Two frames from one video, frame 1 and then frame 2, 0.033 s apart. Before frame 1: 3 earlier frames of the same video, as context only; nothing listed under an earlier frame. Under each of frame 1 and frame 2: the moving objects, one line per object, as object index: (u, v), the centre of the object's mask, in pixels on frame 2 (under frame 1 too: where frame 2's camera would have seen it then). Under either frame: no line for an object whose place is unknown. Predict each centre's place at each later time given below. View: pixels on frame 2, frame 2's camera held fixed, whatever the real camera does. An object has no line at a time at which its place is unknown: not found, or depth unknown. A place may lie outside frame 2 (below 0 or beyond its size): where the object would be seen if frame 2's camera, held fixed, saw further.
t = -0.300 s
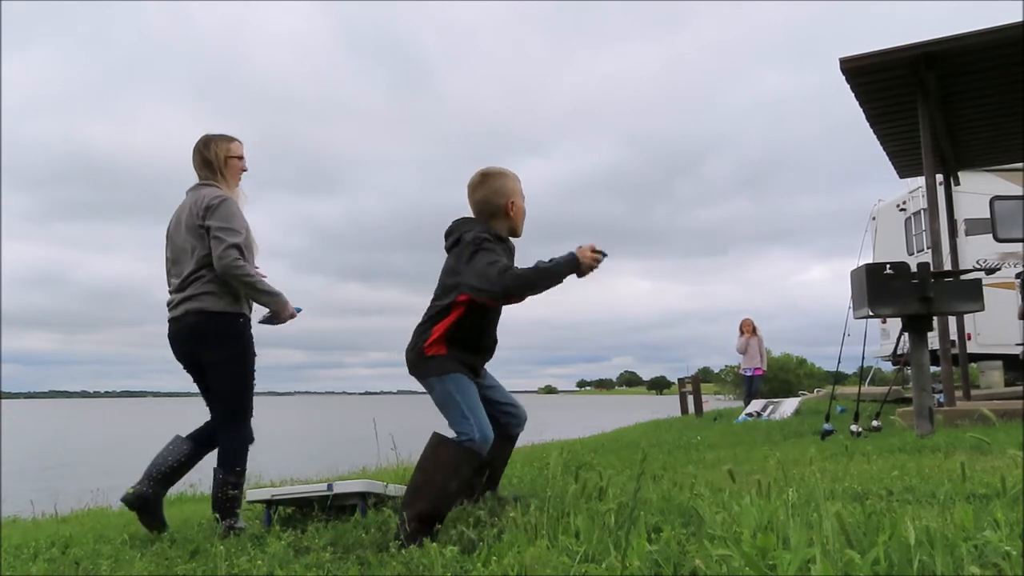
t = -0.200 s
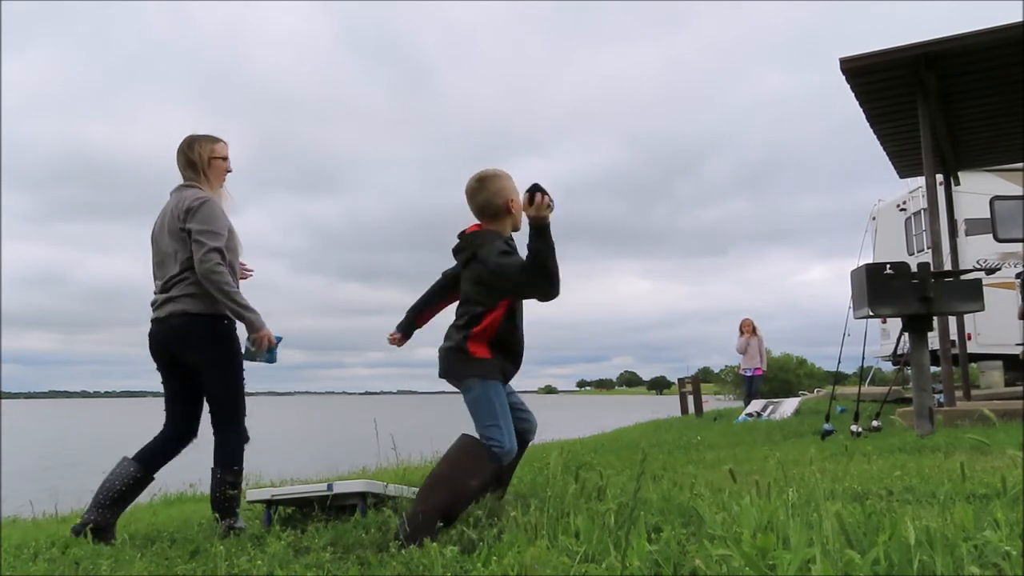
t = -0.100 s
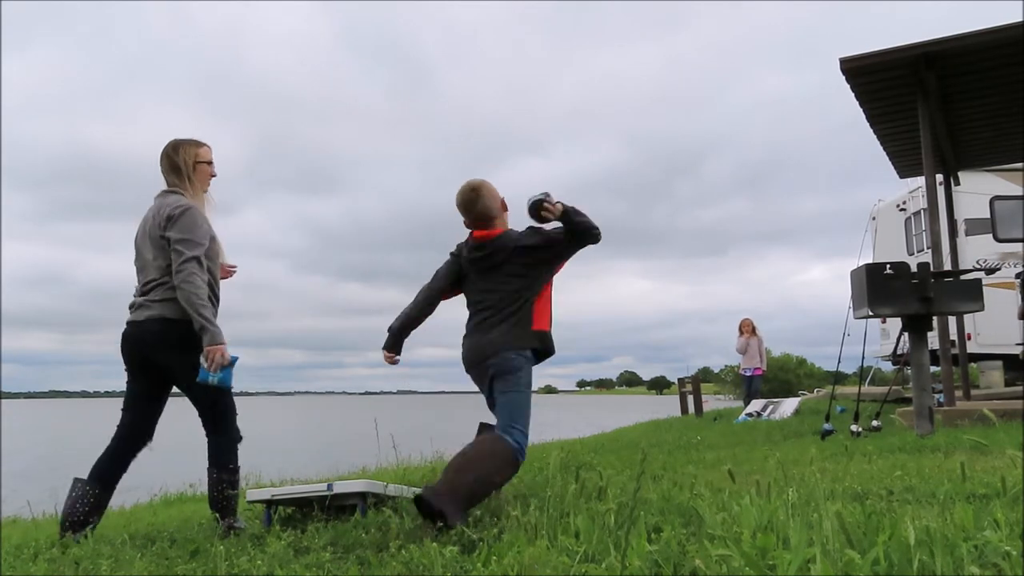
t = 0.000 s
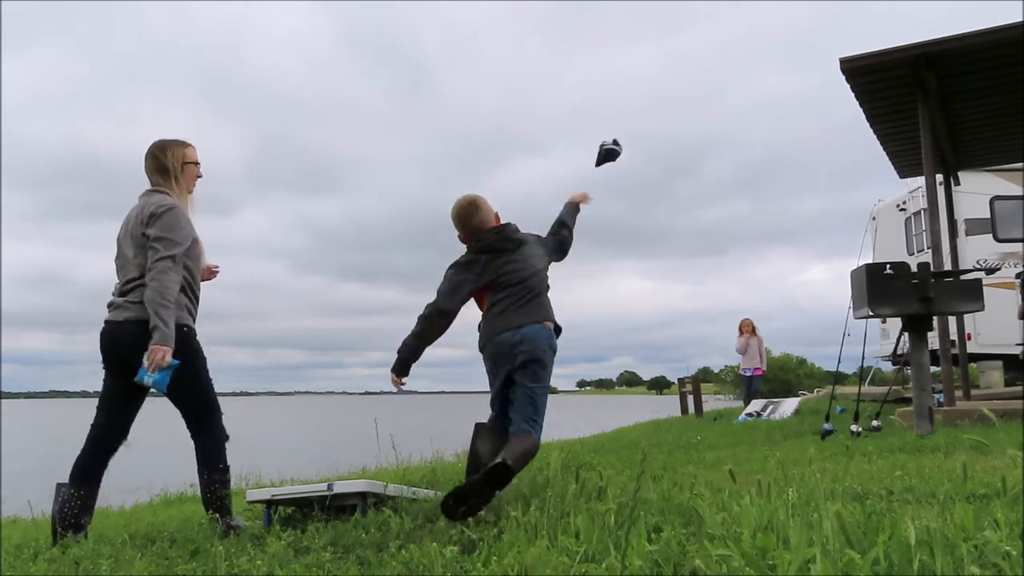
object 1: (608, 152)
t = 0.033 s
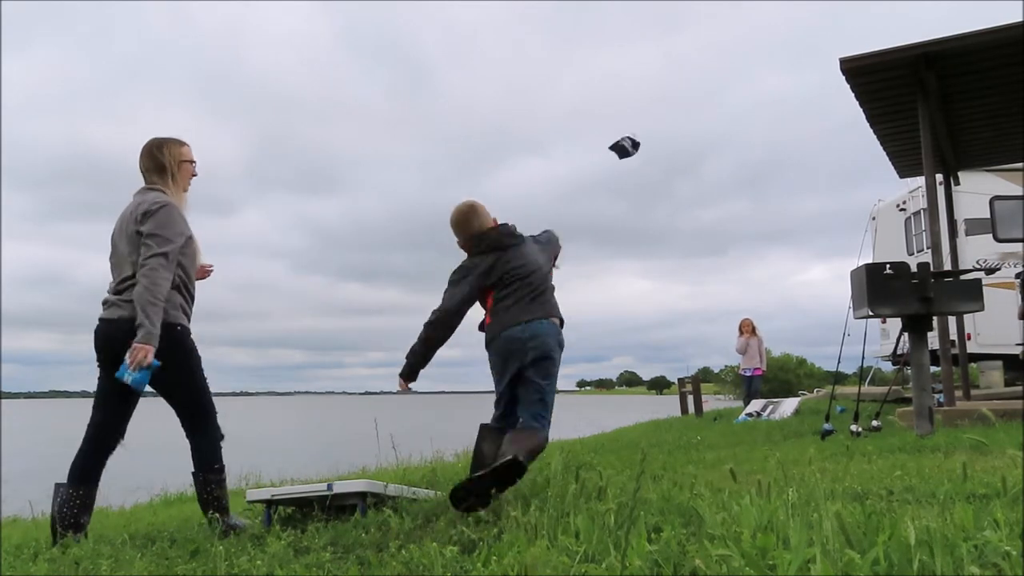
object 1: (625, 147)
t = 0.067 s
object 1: (638, 147)
